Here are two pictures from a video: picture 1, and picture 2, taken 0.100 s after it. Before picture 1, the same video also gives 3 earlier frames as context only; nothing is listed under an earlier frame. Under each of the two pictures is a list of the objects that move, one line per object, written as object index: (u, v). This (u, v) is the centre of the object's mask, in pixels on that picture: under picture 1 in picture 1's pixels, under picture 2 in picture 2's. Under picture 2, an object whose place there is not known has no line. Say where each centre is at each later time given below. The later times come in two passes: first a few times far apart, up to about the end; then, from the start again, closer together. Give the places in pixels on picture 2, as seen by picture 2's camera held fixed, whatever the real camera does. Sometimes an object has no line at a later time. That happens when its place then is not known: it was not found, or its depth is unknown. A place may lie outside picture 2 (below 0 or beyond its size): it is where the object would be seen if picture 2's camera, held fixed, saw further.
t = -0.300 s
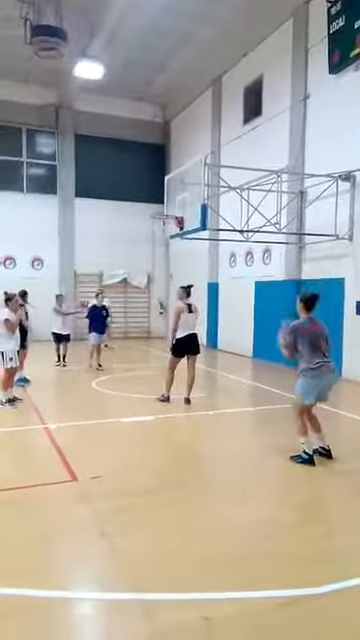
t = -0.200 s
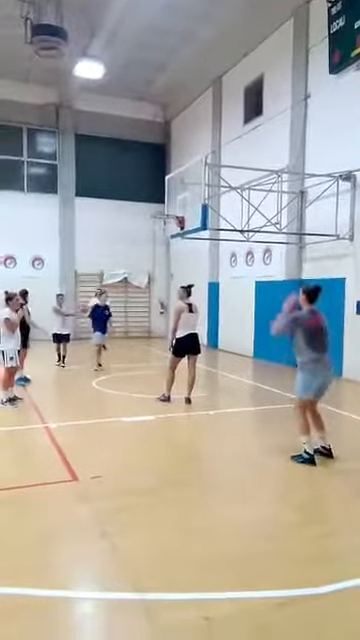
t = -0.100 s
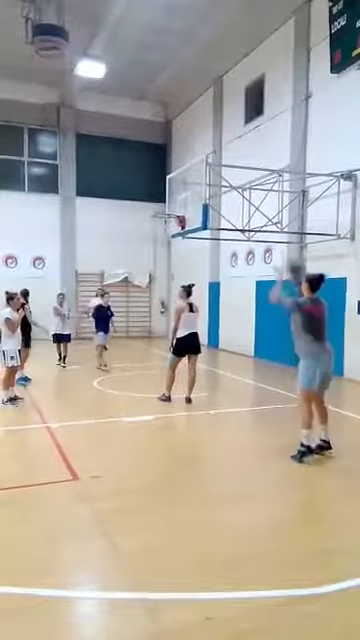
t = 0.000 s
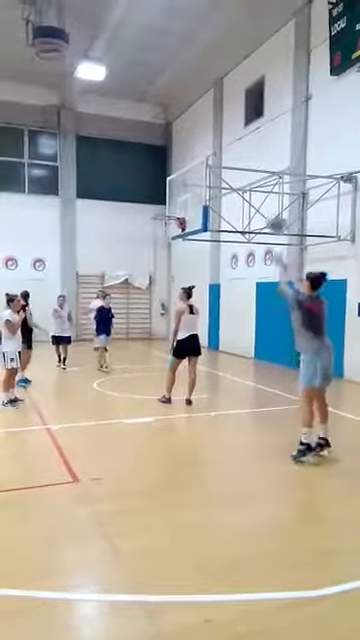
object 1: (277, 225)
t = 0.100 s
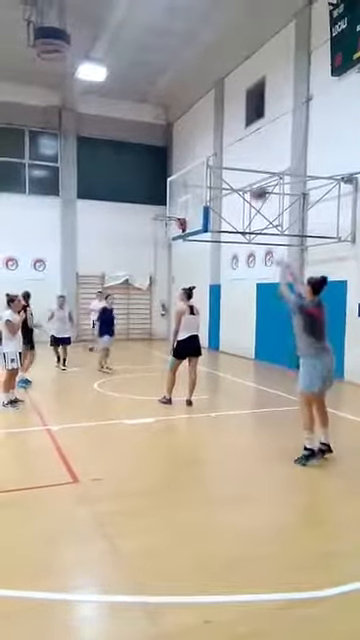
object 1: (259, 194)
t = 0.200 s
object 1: (243, 172)
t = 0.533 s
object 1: (200, 164)
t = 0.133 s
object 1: (254, 184)
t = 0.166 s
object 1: (248, 177)
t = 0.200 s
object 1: (243, 172)
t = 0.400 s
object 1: (215, 160)
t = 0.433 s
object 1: (211, 160)
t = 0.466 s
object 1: (207, 160)
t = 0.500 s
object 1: (204, 162)
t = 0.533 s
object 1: (200, 164)
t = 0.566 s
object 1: (196, 167)
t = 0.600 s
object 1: (194, 171)
